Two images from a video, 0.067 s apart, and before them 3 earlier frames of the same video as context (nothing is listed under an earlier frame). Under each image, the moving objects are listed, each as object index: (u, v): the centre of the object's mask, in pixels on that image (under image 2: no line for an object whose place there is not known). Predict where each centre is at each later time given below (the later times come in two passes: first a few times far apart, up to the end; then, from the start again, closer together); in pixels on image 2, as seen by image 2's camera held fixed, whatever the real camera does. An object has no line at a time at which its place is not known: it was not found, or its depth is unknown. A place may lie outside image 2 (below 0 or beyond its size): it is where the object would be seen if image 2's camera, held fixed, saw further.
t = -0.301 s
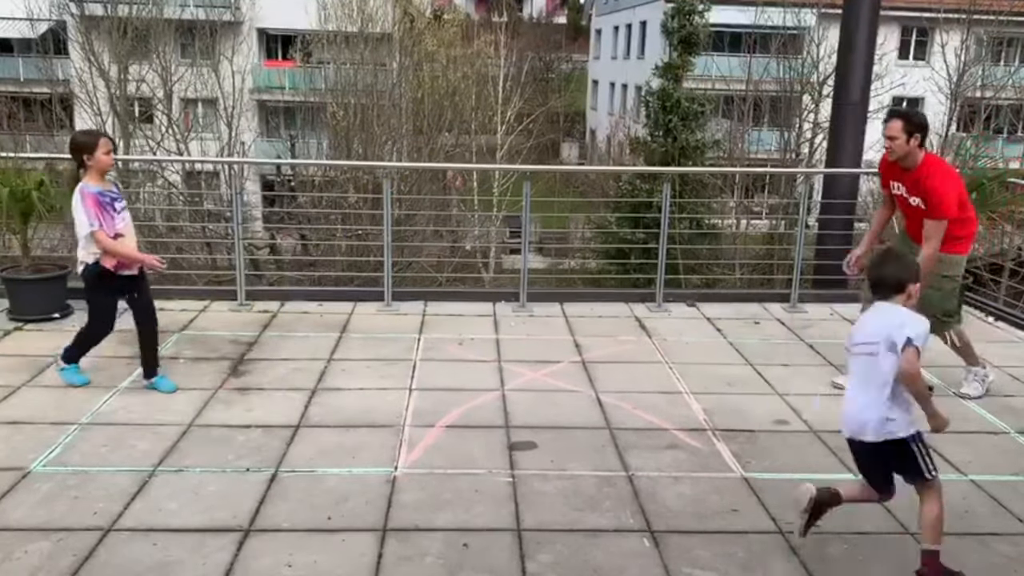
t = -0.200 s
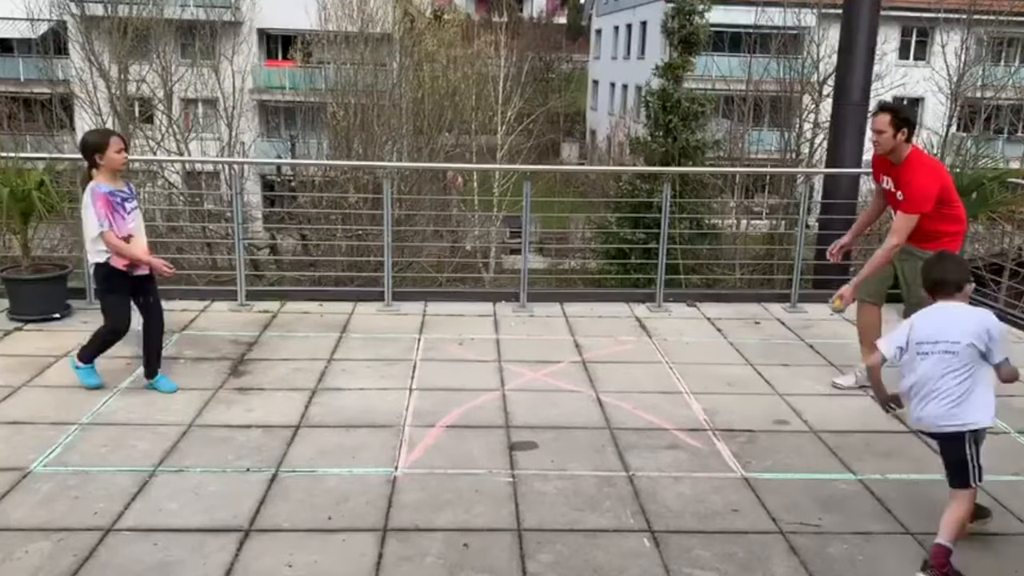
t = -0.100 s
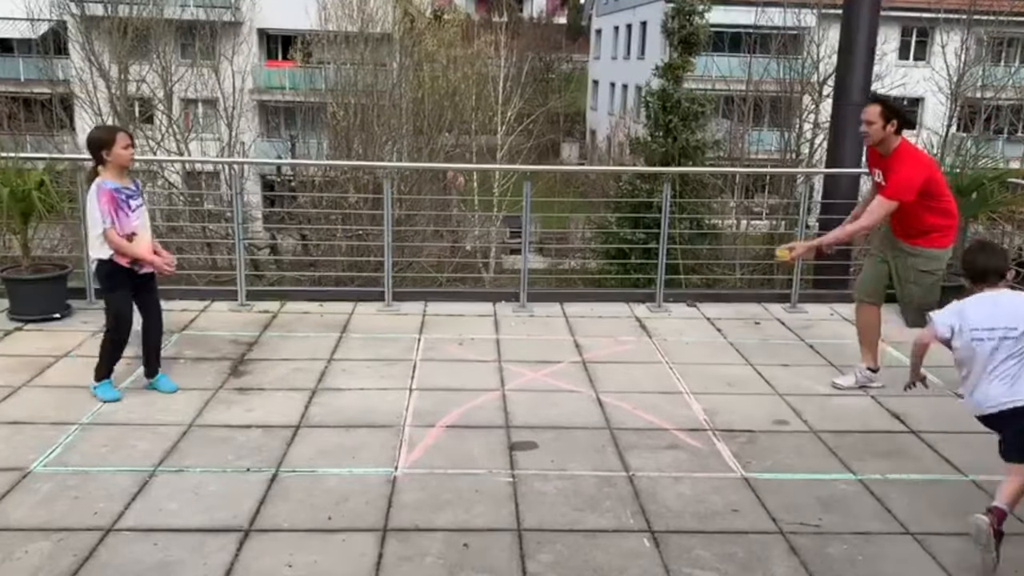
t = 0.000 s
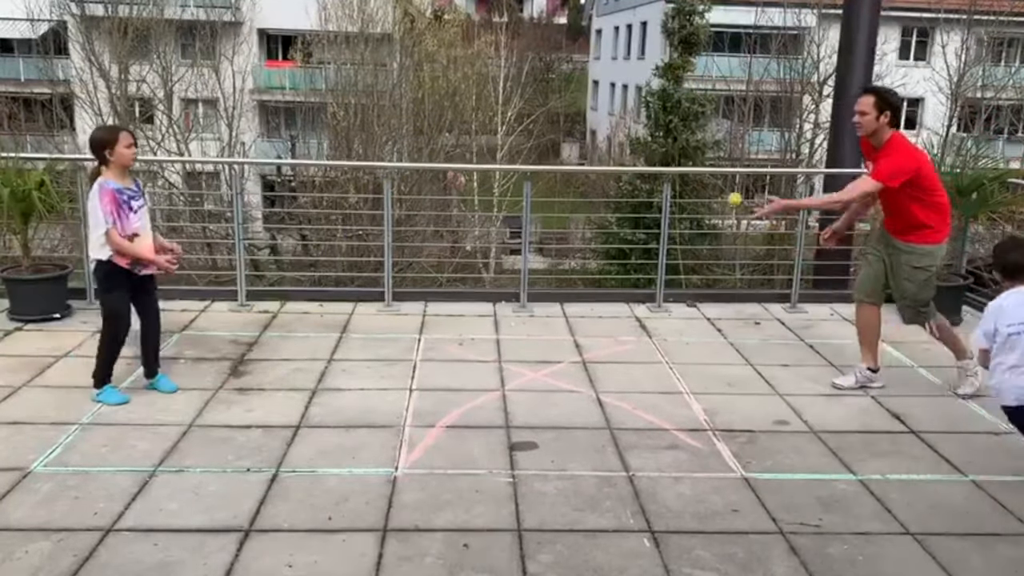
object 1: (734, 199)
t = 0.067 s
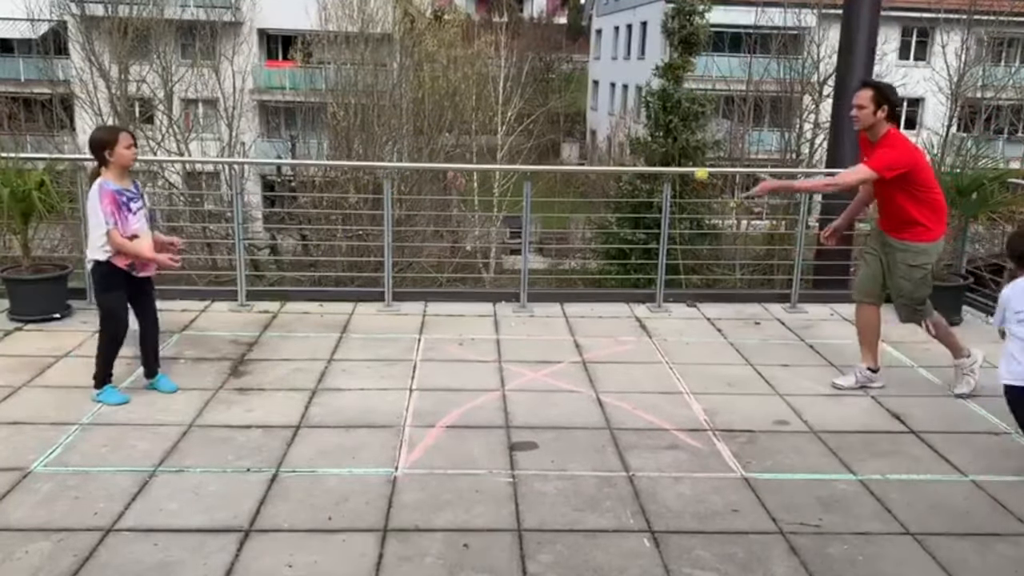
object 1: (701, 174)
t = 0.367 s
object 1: (544, 170)
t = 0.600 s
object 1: (424, 284)
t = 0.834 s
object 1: (332, 336)
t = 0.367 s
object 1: (544, 170)
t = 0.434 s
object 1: (508, 192)
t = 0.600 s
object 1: (424, 284)
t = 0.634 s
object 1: (408, 309)
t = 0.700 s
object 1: (377, 362)
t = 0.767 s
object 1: (351, 372)
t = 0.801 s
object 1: (340, 352)
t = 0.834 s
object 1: (332, 336)
